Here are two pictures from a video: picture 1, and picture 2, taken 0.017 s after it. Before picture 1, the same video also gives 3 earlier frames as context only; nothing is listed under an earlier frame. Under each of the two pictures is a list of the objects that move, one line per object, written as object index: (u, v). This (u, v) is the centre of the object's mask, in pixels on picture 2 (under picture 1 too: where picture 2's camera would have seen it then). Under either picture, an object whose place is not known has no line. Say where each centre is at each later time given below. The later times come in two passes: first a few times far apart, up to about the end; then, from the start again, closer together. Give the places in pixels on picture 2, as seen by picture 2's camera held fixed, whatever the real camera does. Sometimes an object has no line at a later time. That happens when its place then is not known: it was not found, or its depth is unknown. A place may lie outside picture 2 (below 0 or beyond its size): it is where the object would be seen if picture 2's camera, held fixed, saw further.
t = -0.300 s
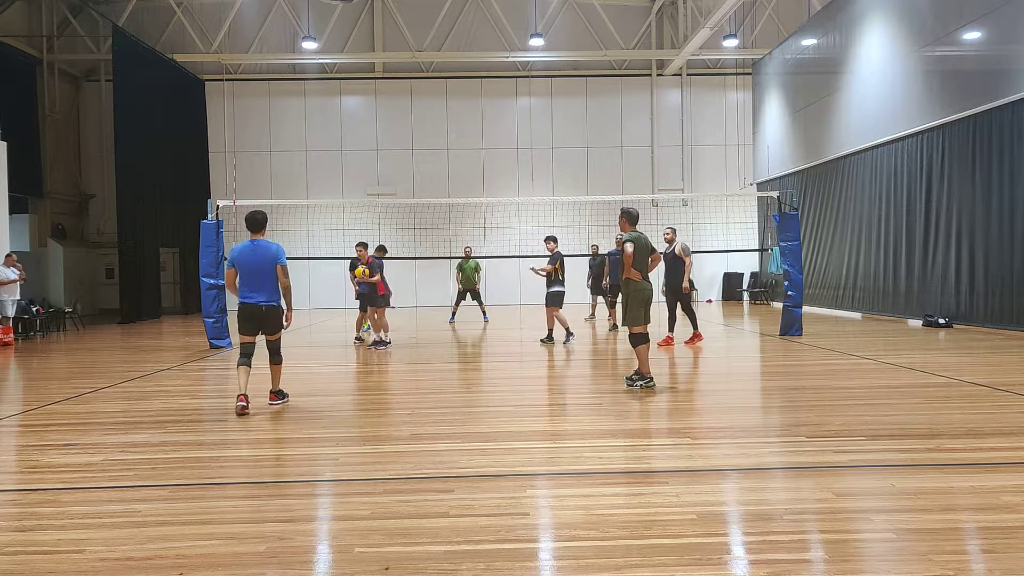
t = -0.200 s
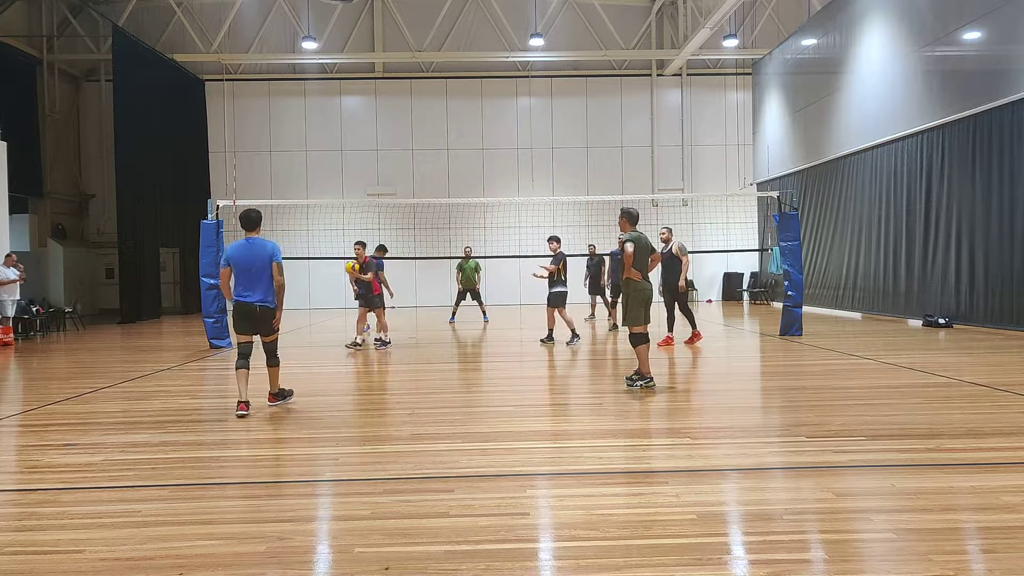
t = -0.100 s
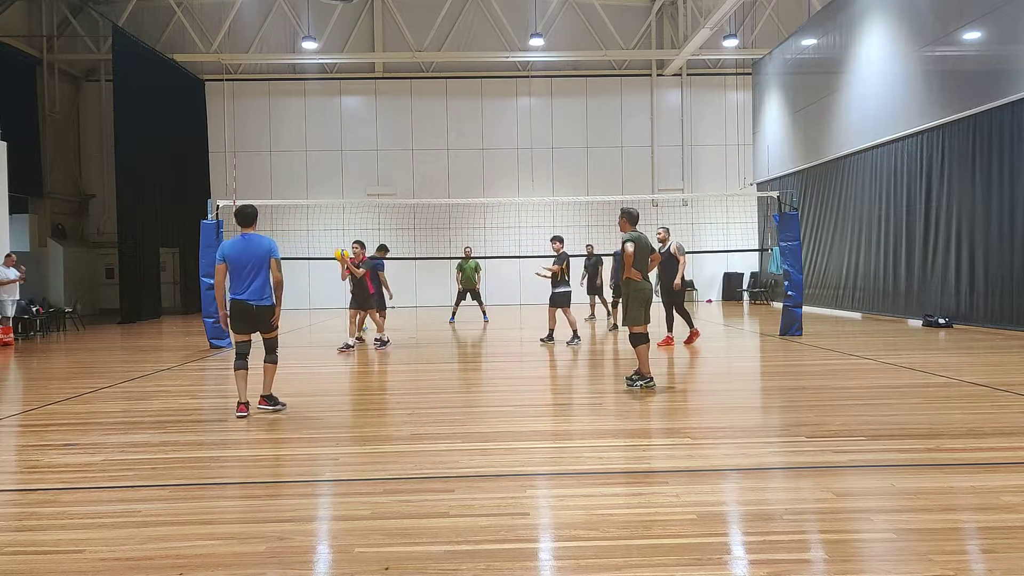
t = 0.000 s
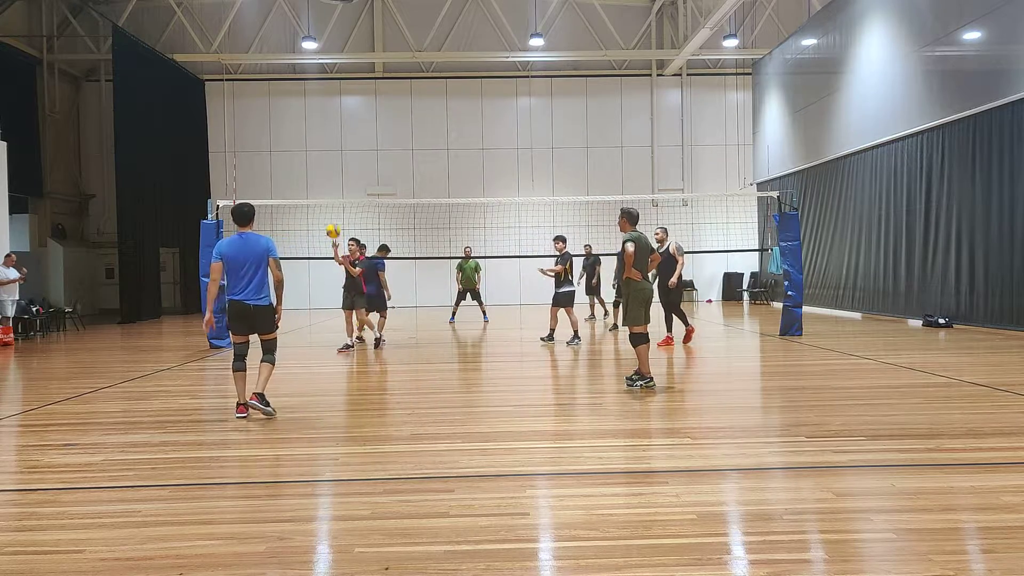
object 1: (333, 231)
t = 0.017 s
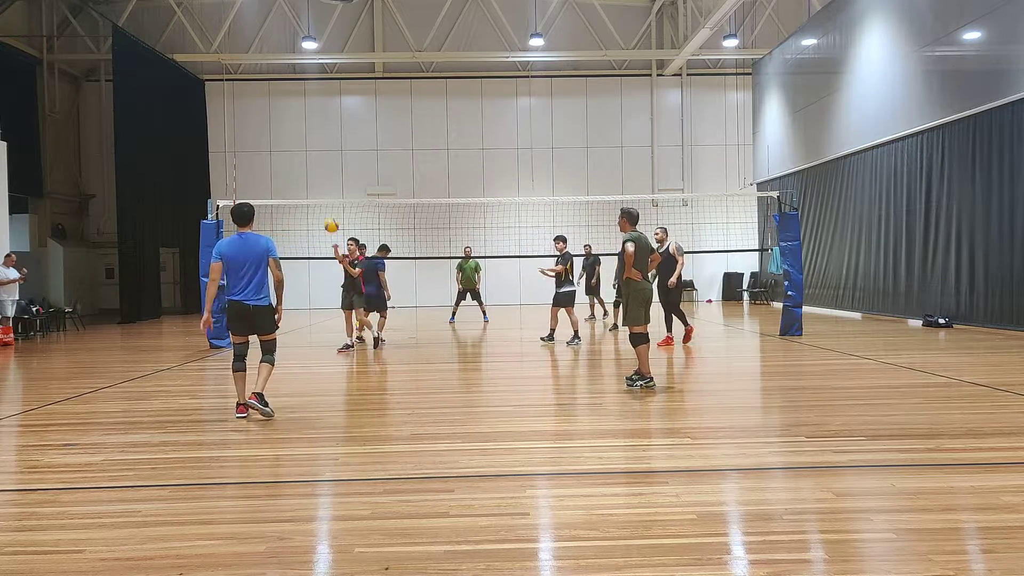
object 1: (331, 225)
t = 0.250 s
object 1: (310, 154)
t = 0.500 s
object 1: (286, 104)
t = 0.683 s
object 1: (266, 96)
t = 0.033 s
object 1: (330, 220)
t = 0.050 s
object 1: (329, 214)
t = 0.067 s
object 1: (327, 208)
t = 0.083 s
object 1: (326, 203)
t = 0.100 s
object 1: (324, 198)
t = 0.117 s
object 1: (323, 192)
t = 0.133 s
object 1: (321, 187)
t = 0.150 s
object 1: (319, 181)
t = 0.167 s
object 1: (318, 177)
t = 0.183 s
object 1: (316, 172)
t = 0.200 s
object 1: (315, 167)
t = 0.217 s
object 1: (314, 162)
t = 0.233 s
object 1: (312, 158)
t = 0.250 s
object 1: (310, 154)
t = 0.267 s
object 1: (308, 149)
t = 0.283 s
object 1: (307, 145)
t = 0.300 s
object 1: (305, 140)
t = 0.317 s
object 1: (304, 137)
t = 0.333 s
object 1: (302, 133)
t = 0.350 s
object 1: (300, 129)
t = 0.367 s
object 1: (299, 126)
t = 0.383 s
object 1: (297, 122)
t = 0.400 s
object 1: (296, 119)
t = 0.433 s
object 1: (292, 114)
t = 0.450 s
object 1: (291, 111)
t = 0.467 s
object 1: (289, 108)
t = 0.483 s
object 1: (288, 107)
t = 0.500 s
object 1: (286, 104)
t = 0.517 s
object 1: (284, 102)
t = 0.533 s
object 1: (283, 101)
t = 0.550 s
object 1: (281, 99)
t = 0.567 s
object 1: (279, 98)
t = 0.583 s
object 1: (277, 97)
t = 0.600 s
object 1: (276, 96)
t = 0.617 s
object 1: (274, 96)
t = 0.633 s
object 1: (272, 96)
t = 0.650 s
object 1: (270, 95)
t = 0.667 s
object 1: (268, 96)
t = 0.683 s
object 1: (266, 96)
